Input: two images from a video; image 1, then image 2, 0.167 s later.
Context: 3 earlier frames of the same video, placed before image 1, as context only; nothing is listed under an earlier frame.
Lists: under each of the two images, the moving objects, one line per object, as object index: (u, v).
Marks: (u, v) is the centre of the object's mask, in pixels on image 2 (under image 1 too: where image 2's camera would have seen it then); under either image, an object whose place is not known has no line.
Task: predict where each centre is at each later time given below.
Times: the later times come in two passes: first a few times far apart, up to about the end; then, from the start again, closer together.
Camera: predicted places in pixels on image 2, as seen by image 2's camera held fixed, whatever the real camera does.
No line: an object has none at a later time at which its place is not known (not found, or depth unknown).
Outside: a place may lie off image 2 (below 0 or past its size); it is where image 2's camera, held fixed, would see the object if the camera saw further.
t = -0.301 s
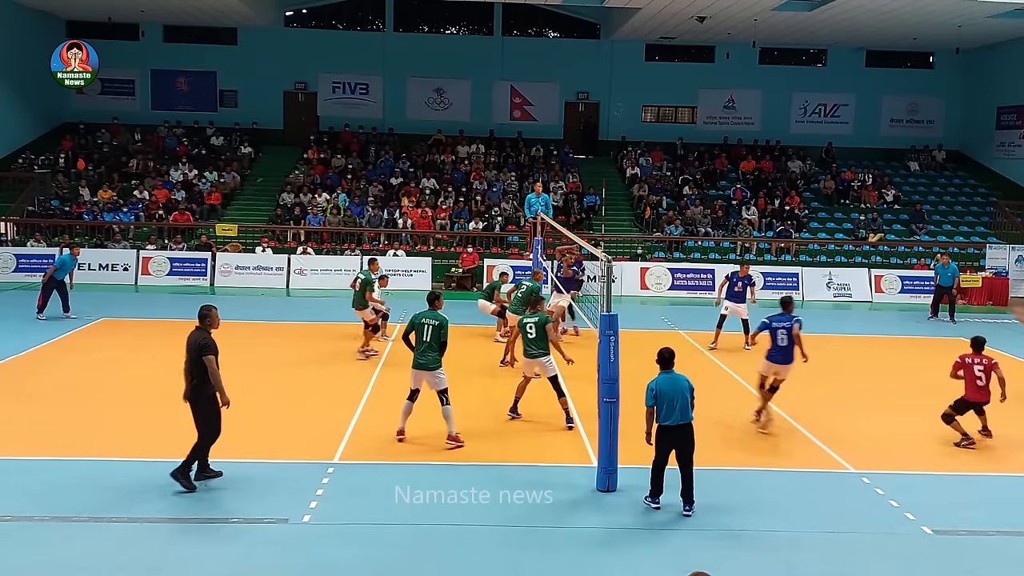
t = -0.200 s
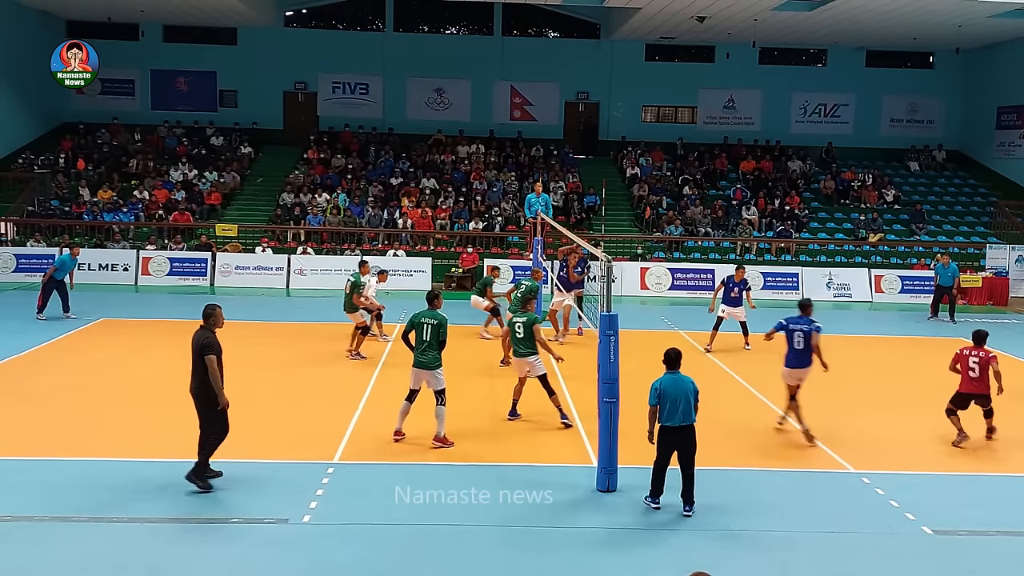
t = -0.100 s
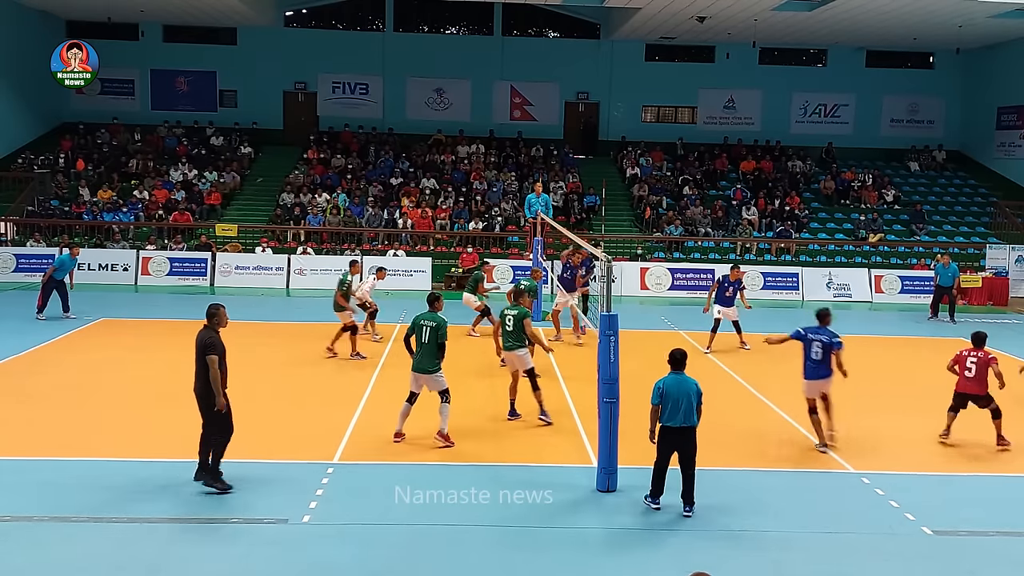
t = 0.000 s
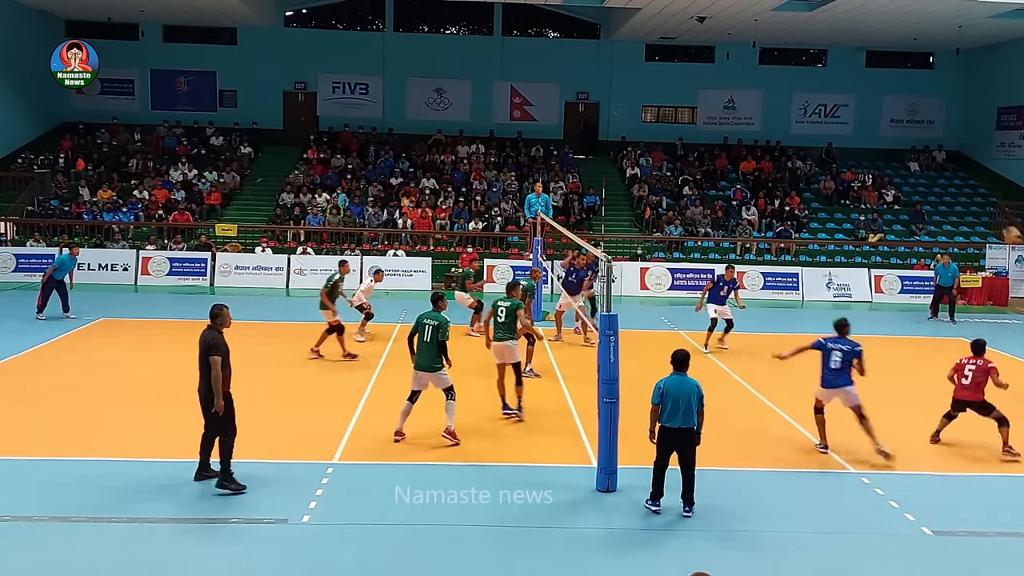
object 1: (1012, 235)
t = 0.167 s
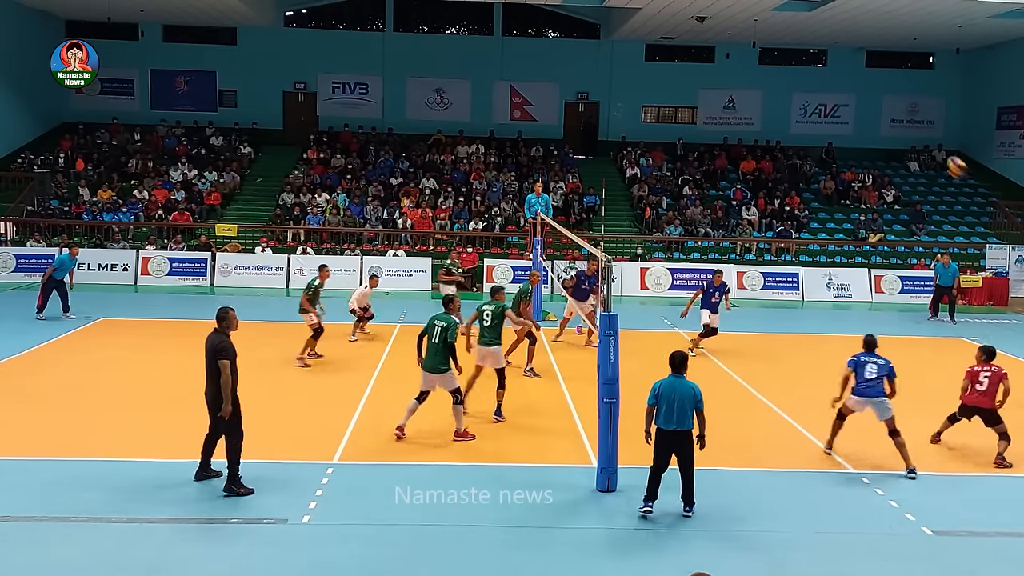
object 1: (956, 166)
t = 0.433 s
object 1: (852, 86)
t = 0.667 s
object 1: (748, 59)
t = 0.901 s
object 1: (629, 79)
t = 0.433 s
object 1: (852, 86)
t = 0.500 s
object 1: (823, 75)
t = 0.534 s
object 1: (807, 70)
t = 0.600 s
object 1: (780, 62)
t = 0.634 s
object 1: (764, 61)
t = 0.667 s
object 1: (748, 59)
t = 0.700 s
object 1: (731, 58)
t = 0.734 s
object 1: (716, 60)
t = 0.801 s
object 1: (683, 65)
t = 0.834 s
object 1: (663, 67)
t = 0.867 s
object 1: (648, 72)
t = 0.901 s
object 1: (629, 79)
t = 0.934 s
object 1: (611, 86)
